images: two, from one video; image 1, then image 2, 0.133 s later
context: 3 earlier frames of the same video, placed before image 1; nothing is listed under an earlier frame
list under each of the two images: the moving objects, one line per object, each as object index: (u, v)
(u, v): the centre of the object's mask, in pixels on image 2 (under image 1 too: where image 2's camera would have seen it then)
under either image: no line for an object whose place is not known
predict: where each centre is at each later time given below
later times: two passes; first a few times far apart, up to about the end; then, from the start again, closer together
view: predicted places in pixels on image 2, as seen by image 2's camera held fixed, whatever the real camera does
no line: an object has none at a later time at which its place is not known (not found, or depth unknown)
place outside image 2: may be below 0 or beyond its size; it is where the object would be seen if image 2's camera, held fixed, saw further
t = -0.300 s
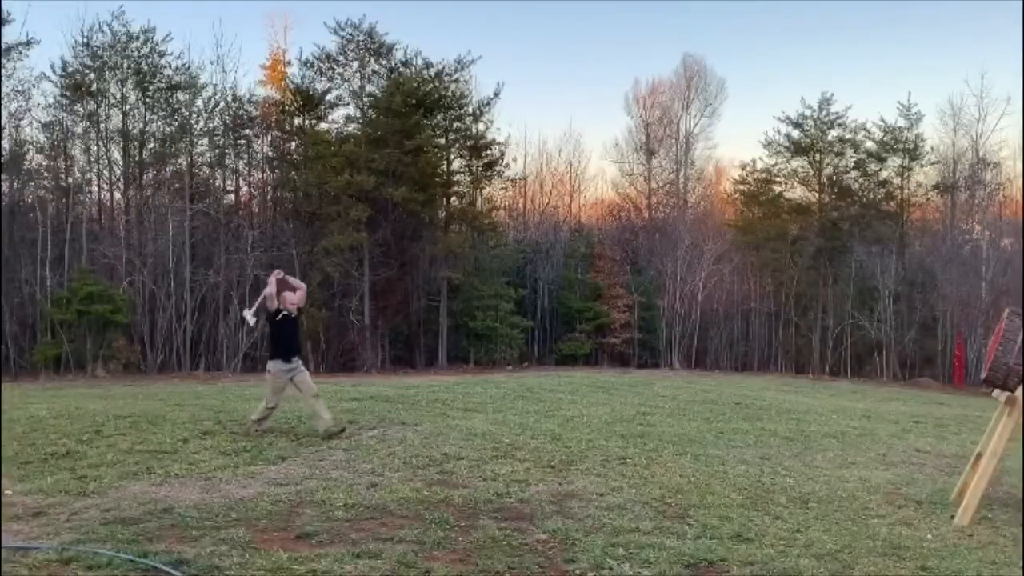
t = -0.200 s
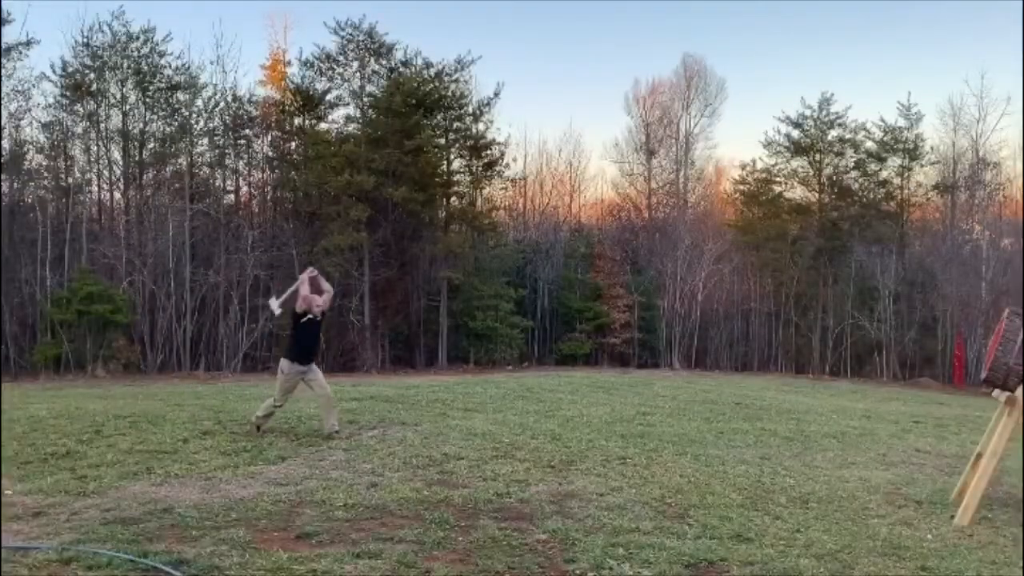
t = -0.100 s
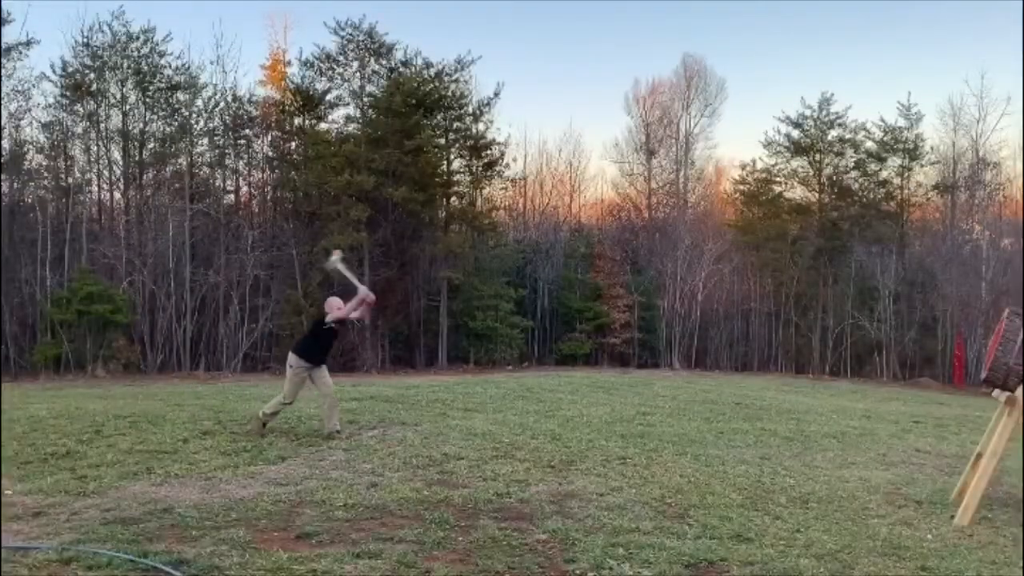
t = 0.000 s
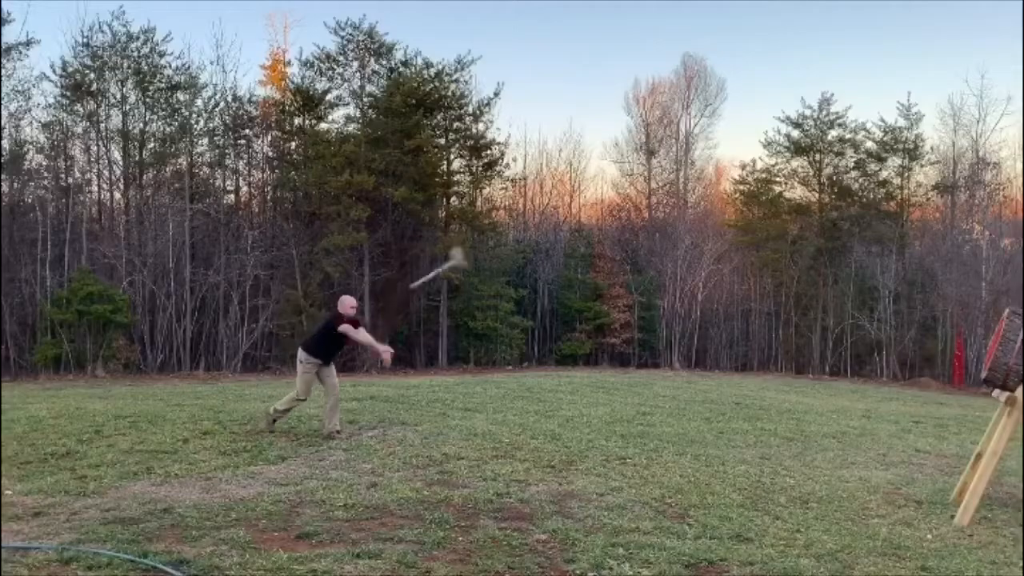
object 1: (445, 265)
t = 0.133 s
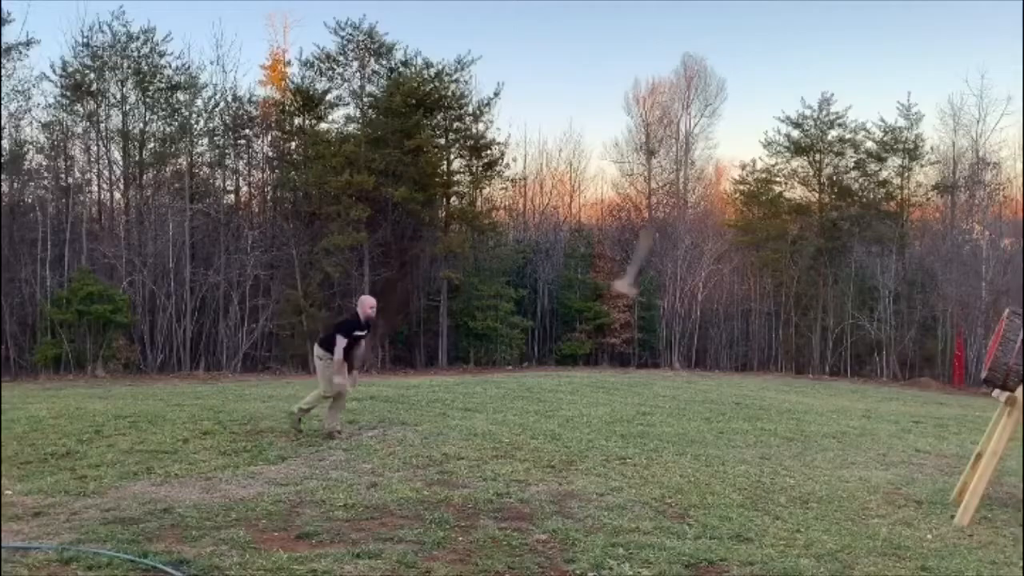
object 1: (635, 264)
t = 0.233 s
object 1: (795, 314)
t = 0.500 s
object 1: (959, 360)
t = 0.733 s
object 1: (959, 360)
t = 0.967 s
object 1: (959, 360)
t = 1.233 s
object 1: (959, 361)
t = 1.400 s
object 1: (959, 361)
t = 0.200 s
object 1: (753, 297)
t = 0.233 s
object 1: (795, 314)
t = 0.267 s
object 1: (845, 330)
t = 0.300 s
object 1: (897, 344)
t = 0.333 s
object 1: (949, 359)
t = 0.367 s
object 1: (958, 361)
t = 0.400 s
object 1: (958, 360)
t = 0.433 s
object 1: (957, 361)
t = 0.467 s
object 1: (958, 360)
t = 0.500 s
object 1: (959, 360)
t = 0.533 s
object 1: (959, 360)
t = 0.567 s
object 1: (959, 360)
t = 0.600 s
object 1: (959, 360)
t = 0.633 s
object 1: (959, 360)
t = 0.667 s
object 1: (959, 360)
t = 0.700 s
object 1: (959, 360)
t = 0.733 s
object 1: (959, 360)
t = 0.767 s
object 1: (959, 360)
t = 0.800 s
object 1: (959, 361)
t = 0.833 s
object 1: (959, 360)
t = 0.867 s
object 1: (959, 360)
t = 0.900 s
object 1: (959, 360)
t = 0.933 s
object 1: (959, 360)
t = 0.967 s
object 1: (959, 360)
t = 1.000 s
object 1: (959, 360)
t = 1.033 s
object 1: (959, 361)
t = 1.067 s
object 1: (959, 360)
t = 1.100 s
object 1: (959, 360)
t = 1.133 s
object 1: (959, 360)
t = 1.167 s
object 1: (959, 360)
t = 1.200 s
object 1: (959, 360)
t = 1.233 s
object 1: (959, 361)
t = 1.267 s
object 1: (959, 361)
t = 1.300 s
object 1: (959, 361)
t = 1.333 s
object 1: (959, 361)
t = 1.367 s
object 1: (959, 361)
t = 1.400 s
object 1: (959, 361)
